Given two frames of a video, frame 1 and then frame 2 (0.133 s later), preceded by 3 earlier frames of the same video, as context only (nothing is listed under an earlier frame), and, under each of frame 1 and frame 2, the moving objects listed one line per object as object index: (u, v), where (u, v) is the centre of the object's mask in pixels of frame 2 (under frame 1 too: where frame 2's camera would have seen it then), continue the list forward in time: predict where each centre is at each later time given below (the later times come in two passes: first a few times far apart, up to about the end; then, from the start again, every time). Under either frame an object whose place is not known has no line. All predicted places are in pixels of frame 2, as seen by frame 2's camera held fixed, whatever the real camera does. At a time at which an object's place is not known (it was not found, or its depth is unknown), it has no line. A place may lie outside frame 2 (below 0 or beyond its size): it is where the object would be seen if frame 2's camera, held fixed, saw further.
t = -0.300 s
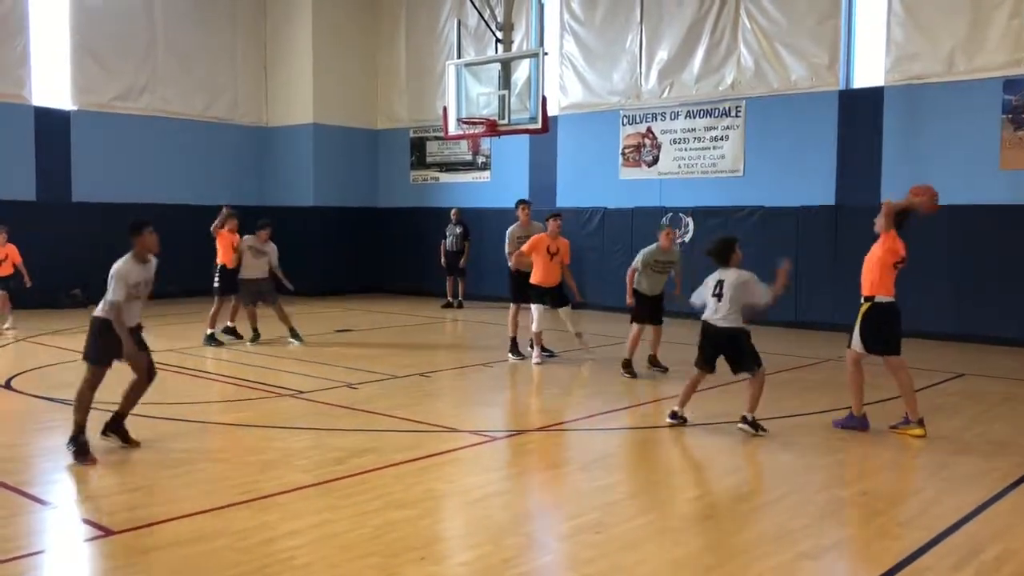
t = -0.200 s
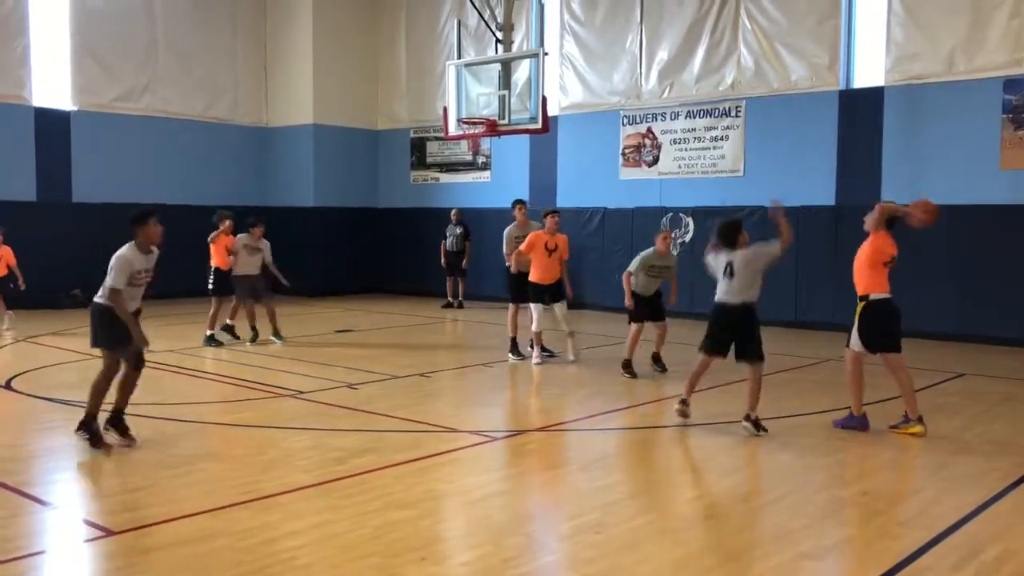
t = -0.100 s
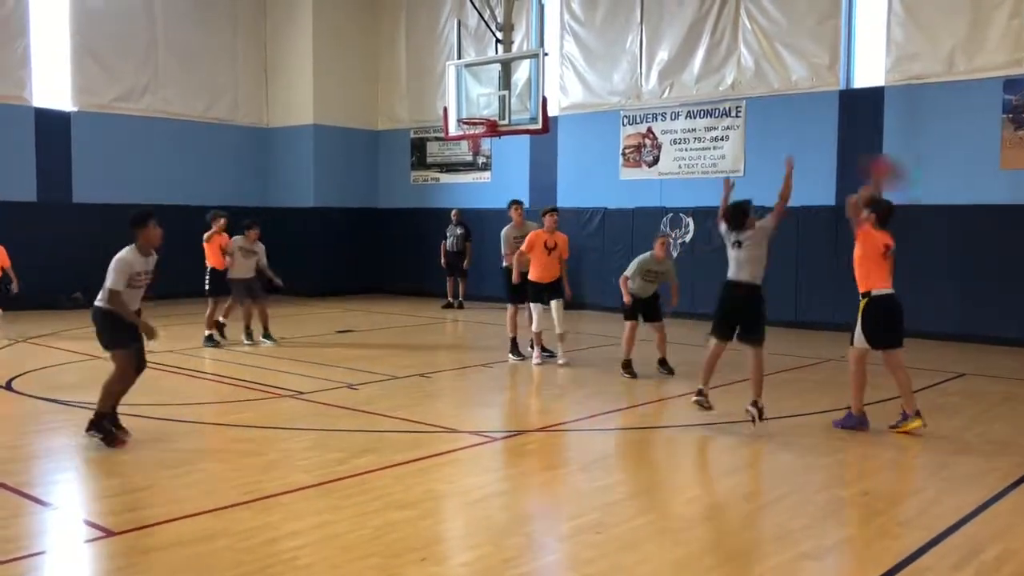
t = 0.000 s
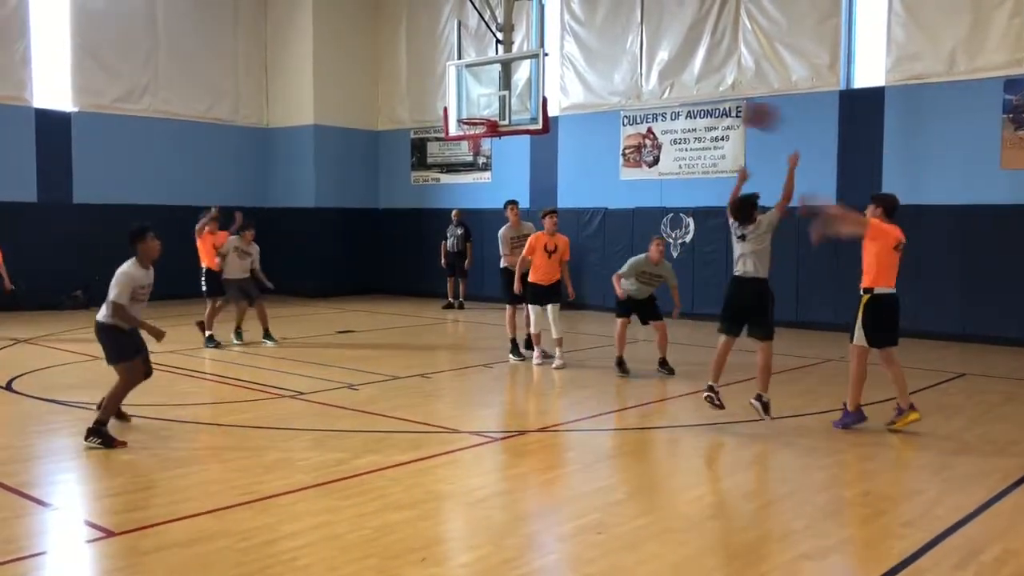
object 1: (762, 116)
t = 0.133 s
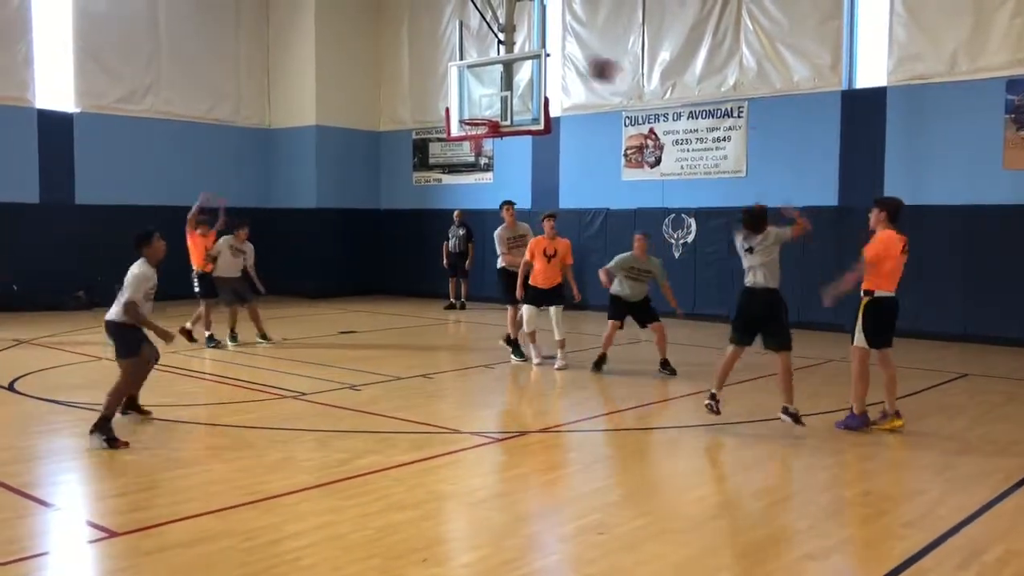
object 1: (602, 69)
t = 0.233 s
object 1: (496, 53)
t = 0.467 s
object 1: (291, 53)
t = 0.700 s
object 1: (127, 104)
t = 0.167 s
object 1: (568, 62)
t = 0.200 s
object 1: (530, 55)
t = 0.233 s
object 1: (496, 53)
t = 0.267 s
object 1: (462, 49)
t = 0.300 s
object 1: (432, 47)
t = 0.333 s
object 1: (402, 46)
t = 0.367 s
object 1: (372, 47)
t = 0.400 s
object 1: (345, 48)
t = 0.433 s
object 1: (316, 51)
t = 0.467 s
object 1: (291, 53)
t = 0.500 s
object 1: (264, 59)
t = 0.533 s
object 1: (239, 65)
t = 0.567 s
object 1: (215, 71)
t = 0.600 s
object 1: (191, 79)
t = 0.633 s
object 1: (169, 87)
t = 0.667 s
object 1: (147, 95)
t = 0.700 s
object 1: (127, 104)
